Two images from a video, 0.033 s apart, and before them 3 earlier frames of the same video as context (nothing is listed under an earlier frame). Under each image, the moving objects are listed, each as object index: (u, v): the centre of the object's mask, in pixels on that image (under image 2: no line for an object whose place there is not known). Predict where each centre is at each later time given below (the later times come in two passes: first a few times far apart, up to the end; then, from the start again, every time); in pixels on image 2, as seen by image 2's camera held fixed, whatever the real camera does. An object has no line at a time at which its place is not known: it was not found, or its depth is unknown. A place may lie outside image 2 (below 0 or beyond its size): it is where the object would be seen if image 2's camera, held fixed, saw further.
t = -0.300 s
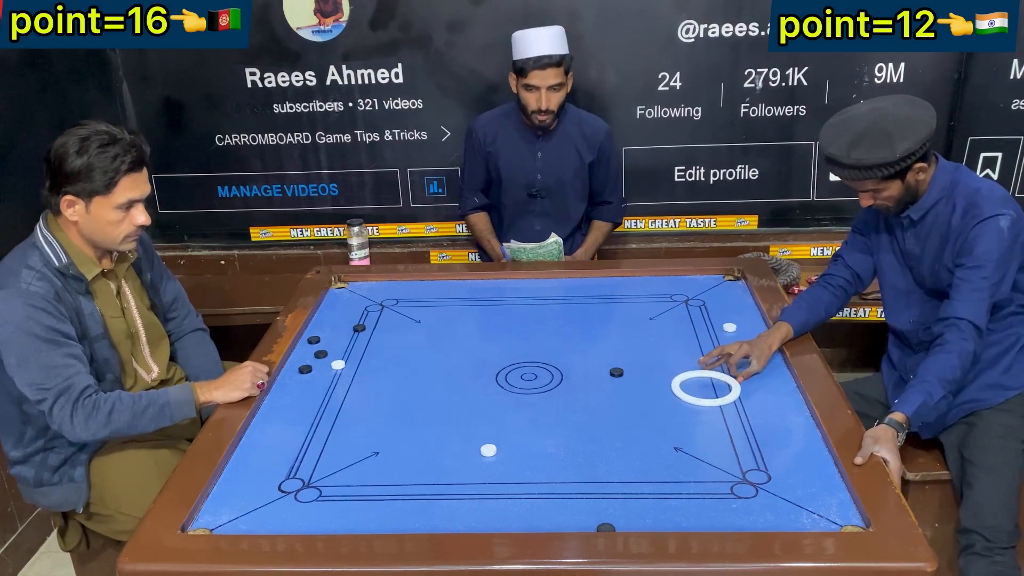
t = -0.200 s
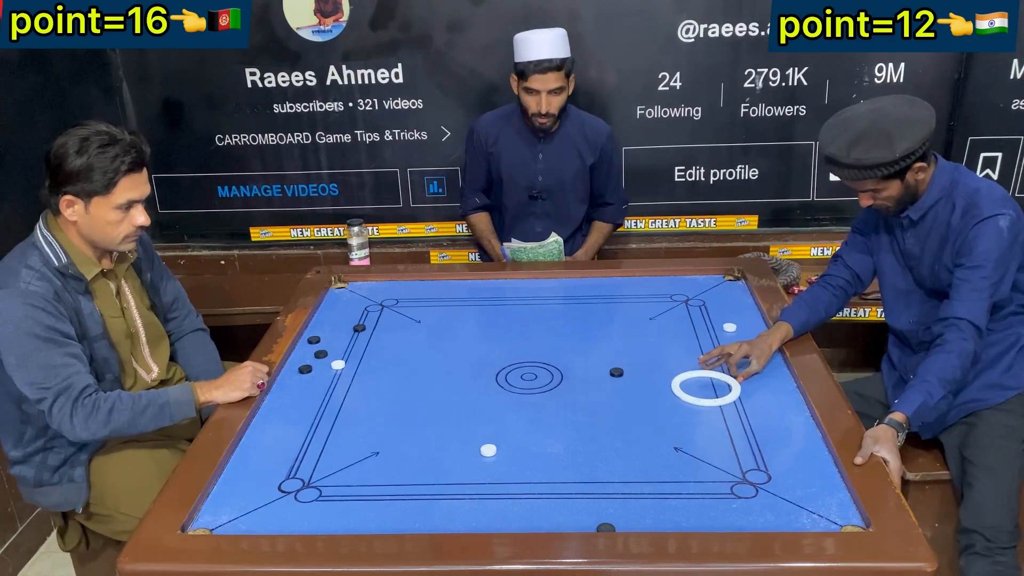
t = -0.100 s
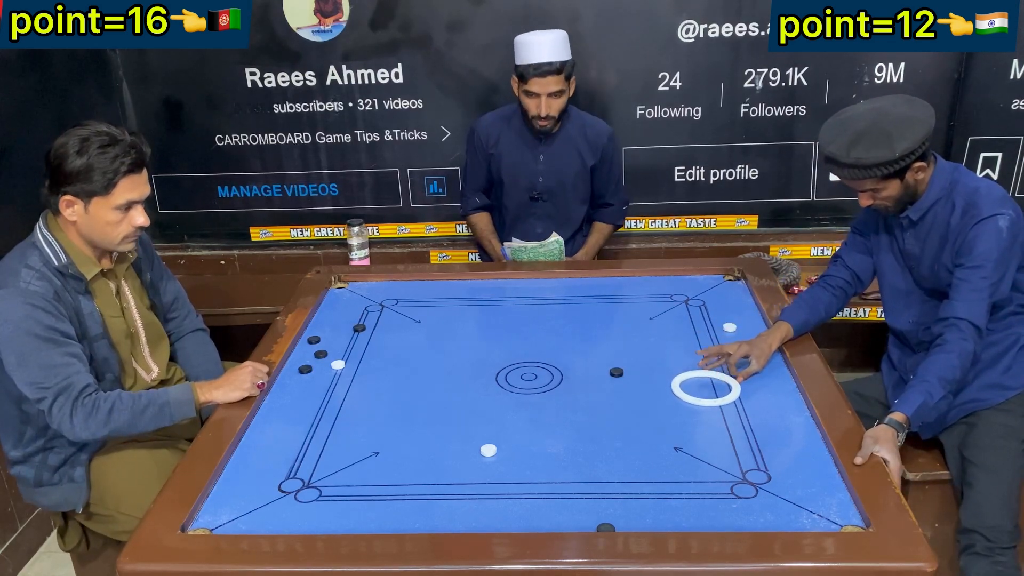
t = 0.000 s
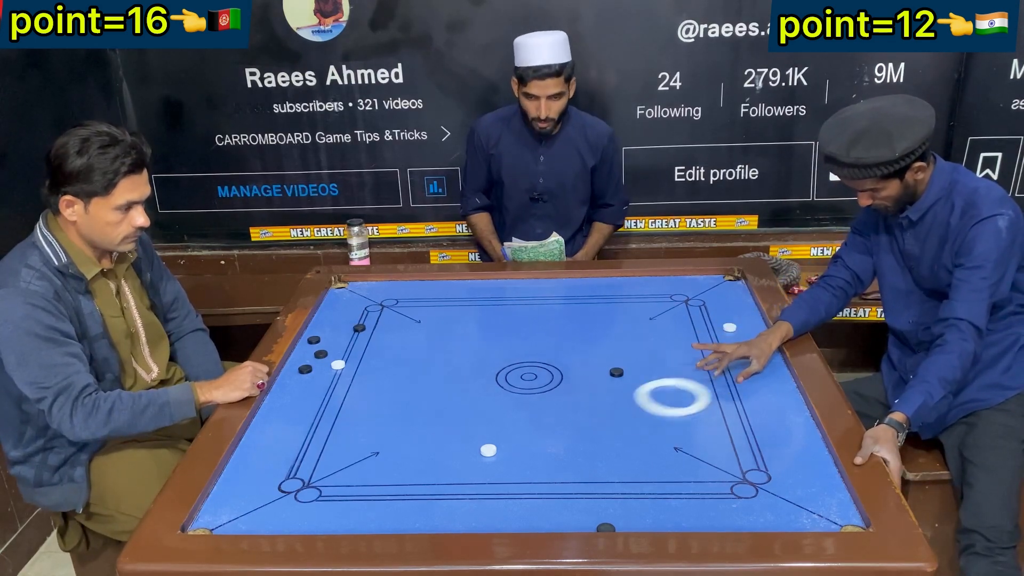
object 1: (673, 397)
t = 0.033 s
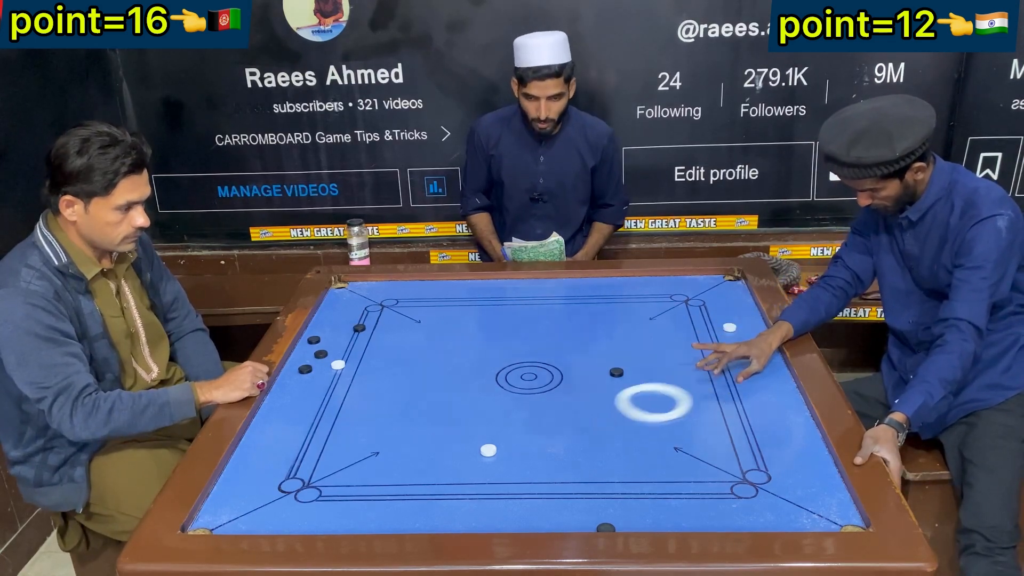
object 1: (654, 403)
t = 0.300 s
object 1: (496, 445)
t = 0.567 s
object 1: (345, 483)
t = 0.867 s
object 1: (277, 511)
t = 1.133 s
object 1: (361, 500)
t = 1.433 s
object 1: (441, 510)
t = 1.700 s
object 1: (502, 506)
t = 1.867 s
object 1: (535, 502)
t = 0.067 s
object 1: (634, 408)
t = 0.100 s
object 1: (615, 413)
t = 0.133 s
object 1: (595, 418)
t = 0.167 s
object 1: (574, 424)
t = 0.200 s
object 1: (554, 430)
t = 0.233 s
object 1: (533, 435)
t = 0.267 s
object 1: (515, 440)
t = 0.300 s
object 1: (496, 445)
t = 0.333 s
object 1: (477, 450)
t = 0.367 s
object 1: (459, 454)
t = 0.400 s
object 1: (440, 459)
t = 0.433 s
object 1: (422, 464)
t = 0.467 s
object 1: (403, 469)
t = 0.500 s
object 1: (384, 473)
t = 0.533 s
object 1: (364, 478)
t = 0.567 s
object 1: (345, 483)
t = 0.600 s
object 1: (325, 488)
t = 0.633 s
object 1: (305, 493)
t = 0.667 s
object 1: (286, 498)
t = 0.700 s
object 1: (265, 503)
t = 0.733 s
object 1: (247, 507)
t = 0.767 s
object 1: (244, 509)
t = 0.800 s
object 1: (255, 509)
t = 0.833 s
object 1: (266, 510)
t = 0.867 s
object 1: (277, 511)
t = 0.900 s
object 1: (288, 511)
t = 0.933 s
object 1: (299, 511)
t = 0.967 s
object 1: (309, 512)
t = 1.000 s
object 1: (319, 512)
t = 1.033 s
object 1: (330, 513)
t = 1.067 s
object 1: (340, 513)
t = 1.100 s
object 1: (349, 500)
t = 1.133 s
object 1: (361, 500)
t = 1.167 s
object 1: (369, 501)
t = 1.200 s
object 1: (381, 500)
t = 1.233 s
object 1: (390, 500)
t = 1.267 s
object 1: (399, 499)
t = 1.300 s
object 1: (409, 499)
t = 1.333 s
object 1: (416, 512)
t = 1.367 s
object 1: (425, 511)
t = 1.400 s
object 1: (433, 511)
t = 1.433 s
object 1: (441, 510)
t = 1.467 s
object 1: (450, 510)
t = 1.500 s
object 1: (457, 509)
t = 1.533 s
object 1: (465, 509)
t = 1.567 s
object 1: (473, 508)
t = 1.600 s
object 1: (480, 508)
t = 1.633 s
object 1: (488, 507)
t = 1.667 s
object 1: (495, 506)
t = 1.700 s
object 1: (502, 506)
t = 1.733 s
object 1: (509, 505)
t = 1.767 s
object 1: (515, 504)
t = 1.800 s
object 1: (522, 504)
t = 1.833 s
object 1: (528, 503)
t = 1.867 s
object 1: (535, 502)
